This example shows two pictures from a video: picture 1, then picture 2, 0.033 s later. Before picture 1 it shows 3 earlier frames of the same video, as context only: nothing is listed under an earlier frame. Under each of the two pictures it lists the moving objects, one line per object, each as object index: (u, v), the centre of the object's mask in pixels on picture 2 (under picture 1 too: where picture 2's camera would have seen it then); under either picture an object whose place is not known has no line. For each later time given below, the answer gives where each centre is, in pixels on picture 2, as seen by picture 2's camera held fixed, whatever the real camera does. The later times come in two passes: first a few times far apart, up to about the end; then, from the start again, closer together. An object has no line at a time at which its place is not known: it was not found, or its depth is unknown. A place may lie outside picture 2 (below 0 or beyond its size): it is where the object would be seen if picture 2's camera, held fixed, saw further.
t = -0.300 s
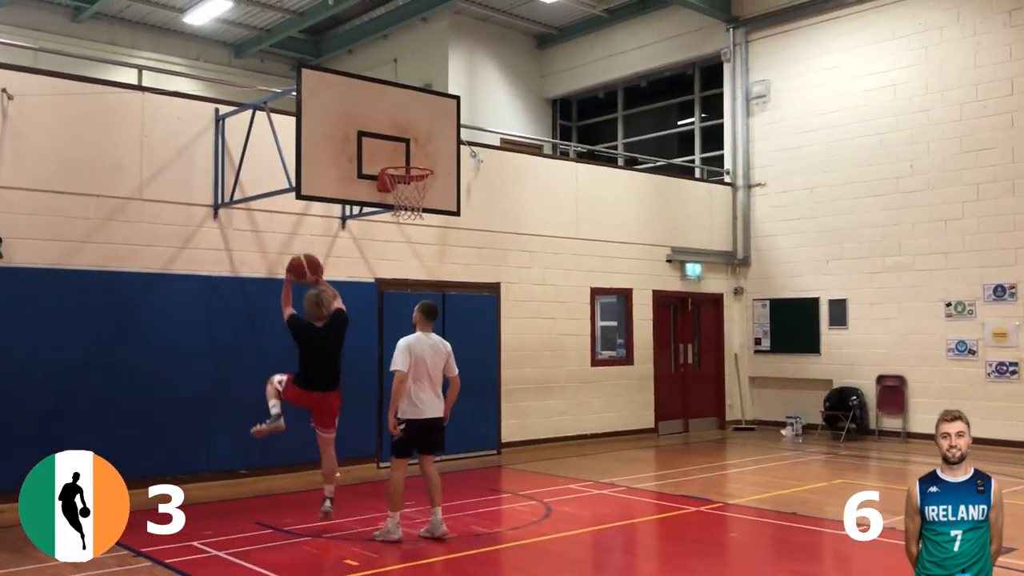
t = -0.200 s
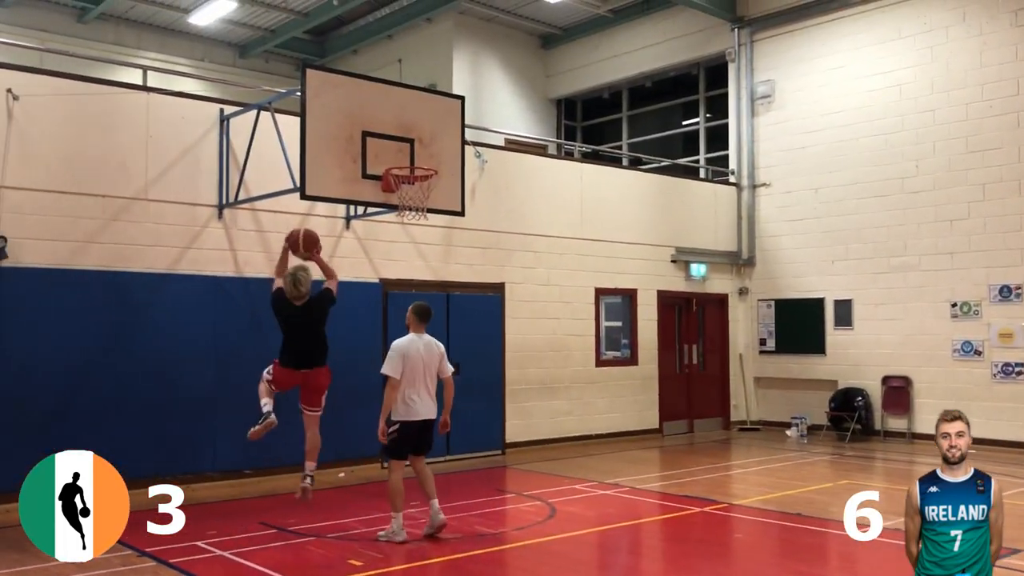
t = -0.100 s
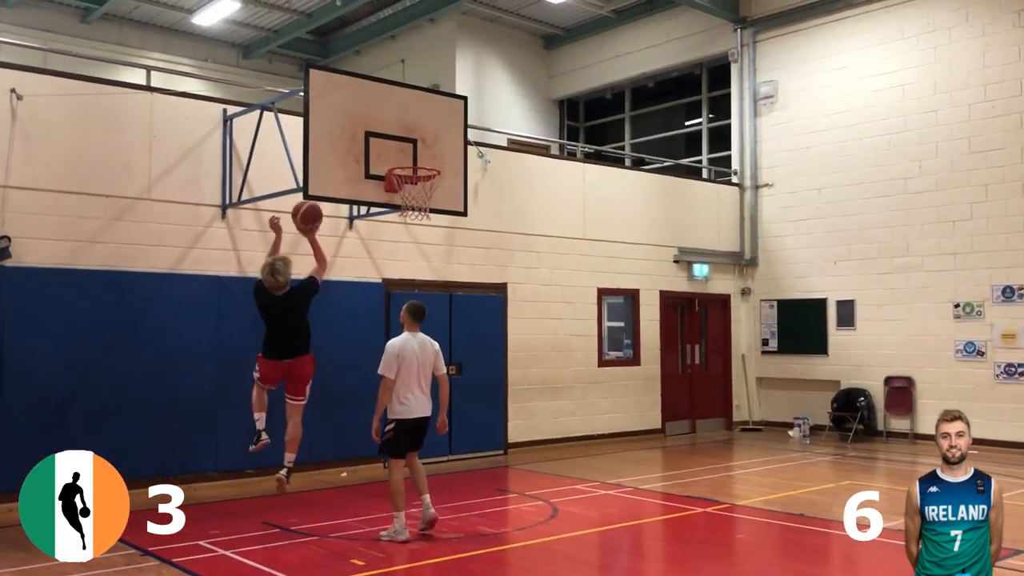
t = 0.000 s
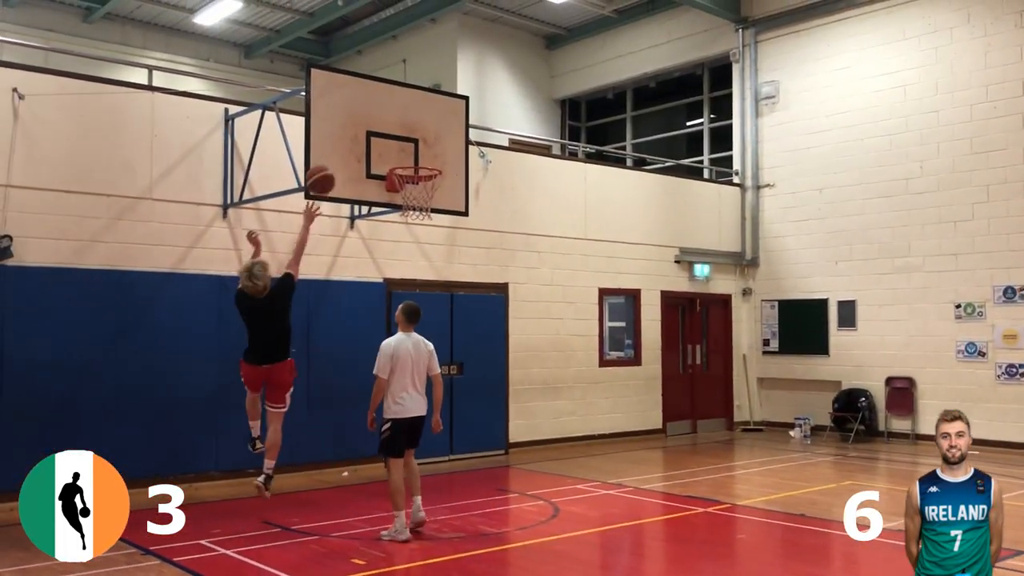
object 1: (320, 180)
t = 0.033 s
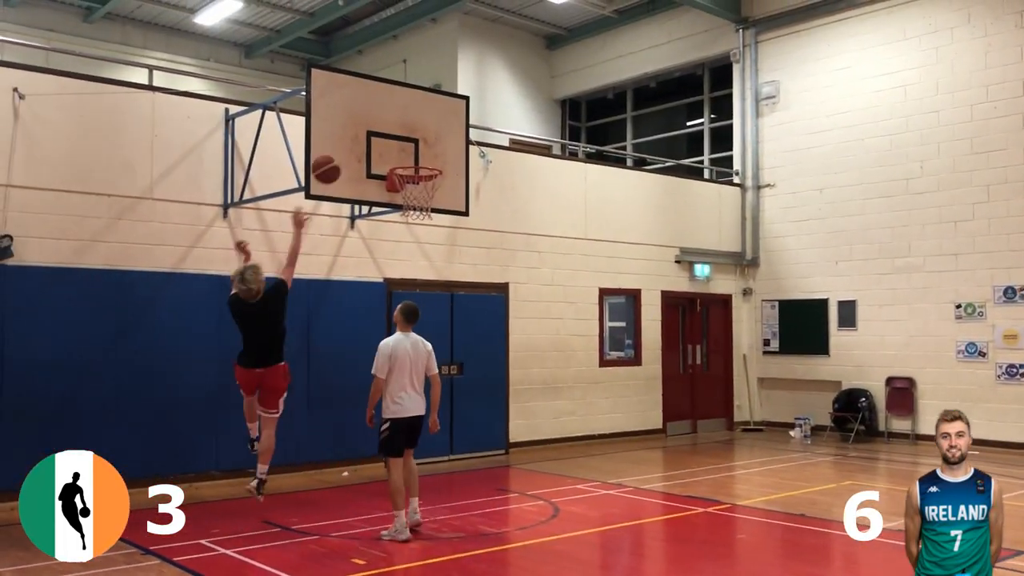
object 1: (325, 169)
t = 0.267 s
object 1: (364, 133)
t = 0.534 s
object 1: (403, 158)
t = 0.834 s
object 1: (434, 202)
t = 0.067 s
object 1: (331, 160)
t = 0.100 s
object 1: (333, 149)
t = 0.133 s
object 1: (338, 145)
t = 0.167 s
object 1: (345, 139)
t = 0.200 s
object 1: (351, 136)
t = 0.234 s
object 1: (356, 134)
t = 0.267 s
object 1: (364, 133)
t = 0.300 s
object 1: (368, 133)
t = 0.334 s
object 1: (373, 136)
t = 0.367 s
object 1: (378, 137)
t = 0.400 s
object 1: (382, 142)
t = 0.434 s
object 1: (386, 146)
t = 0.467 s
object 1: (392, 150)
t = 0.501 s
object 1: (398, 154)
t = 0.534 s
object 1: (403, 158)
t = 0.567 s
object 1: (409, 160)
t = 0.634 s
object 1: (424, 180)
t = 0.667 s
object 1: (429, 185)
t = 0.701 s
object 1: (433, 193)
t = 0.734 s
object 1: (436, 197)
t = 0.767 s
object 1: (436, 198)
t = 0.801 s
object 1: (435, 199)
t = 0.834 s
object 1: (434, 202)
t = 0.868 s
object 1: (433, 205)
